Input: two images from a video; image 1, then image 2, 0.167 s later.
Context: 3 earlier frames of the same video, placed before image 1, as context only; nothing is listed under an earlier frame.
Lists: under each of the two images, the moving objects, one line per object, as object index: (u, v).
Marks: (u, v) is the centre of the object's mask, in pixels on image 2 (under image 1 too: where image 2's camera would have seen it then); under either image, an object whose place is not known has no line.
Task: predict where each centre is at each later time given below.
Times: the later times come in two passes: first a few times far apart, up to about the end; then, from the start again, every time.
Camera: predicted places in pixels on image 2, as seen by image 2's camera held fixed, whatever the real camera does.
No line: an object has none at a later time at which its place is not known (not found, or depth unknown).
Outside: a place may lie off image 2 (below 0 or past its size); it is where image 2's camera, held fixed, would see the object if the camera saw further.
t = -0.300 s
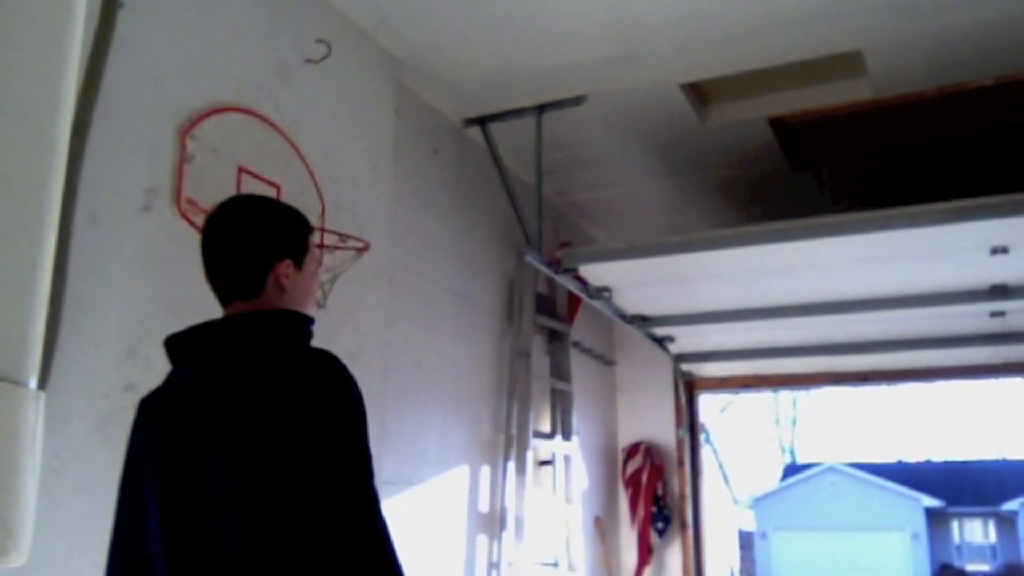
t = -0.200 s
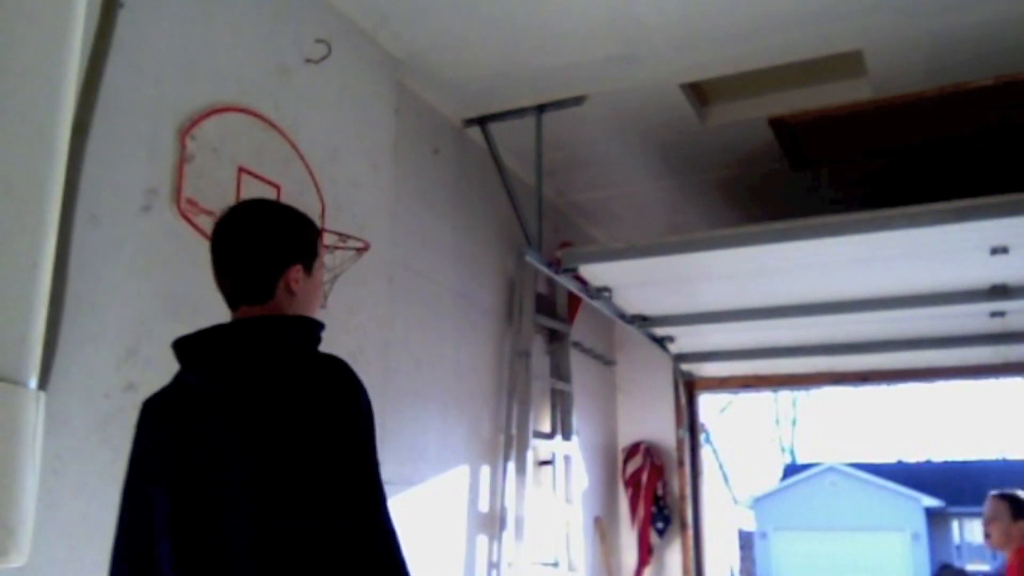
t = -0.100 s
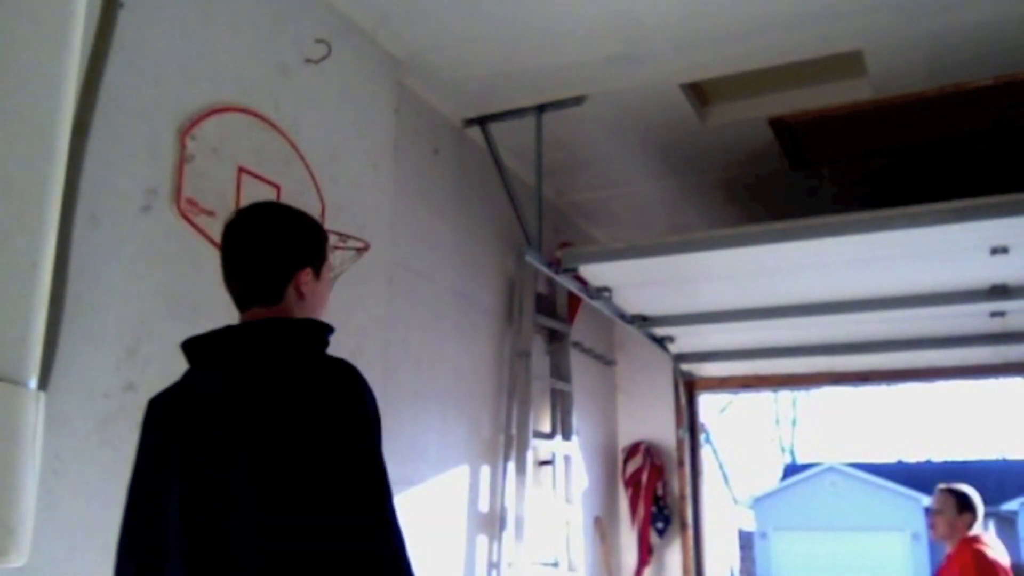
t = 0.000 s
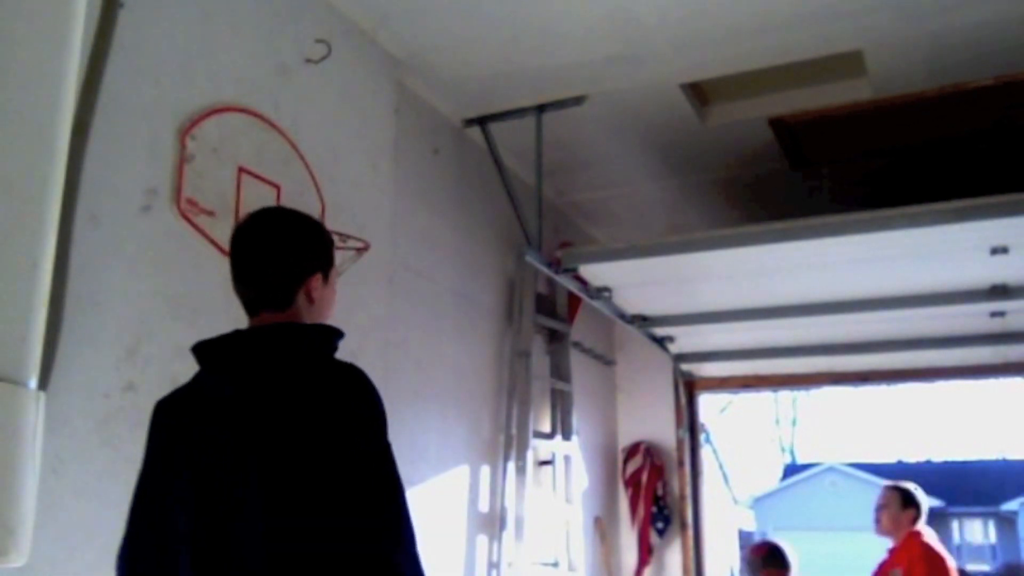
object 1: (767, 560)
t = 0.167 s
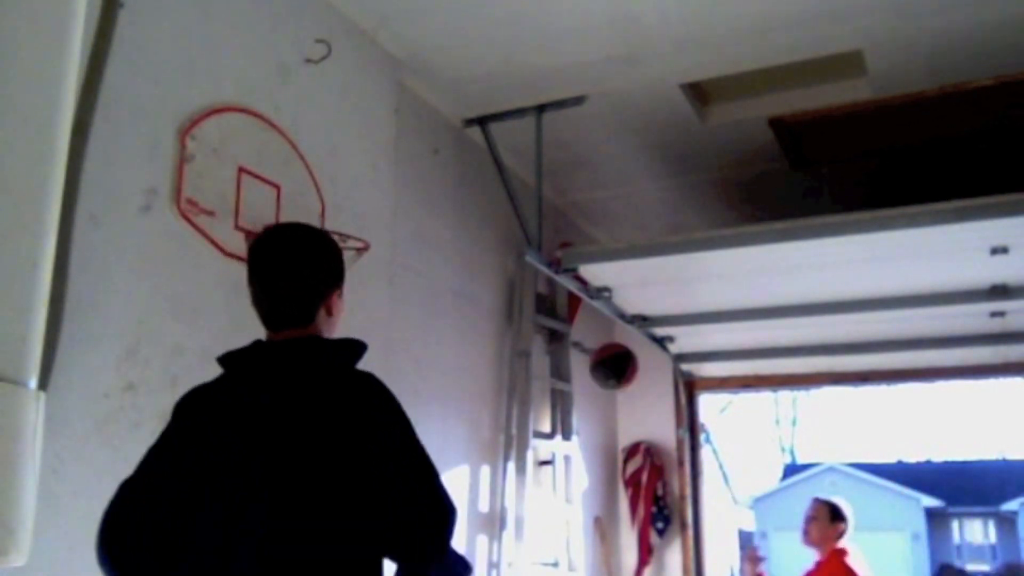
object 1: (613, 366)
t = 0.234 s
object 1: (549, 308)
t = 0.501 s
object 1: (321, 154)
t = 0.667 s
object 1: (364, 109)
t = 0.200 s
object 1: (587, 336)
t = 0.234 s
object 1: (549, 308)
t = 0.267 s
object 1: (517, 281)
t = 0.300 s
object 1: (486, 256)
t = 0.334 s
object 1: (452, 235)
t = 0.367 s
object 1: (418, 215)
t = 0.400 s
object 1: (382, 198)
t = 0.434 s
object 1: (344, 184)
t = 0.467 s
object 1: (313, 171)
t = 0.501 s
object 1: (321, 154)
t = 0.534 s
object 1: (329, 140)
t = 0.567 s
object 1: (338, 128)
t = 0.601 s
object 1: (346, 119)
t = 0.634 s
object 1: (355, 113)
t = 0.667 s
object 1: (364, 109)
